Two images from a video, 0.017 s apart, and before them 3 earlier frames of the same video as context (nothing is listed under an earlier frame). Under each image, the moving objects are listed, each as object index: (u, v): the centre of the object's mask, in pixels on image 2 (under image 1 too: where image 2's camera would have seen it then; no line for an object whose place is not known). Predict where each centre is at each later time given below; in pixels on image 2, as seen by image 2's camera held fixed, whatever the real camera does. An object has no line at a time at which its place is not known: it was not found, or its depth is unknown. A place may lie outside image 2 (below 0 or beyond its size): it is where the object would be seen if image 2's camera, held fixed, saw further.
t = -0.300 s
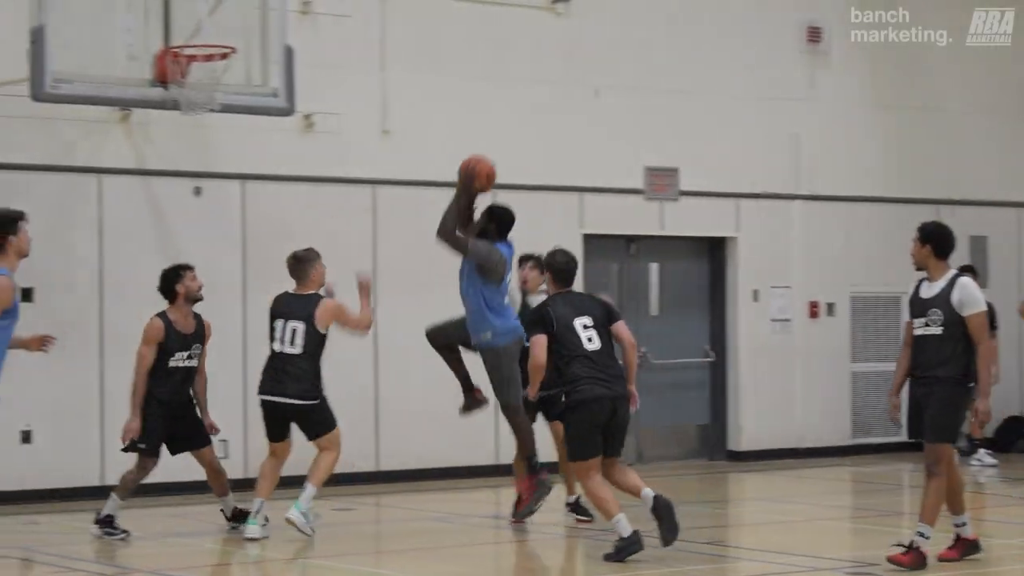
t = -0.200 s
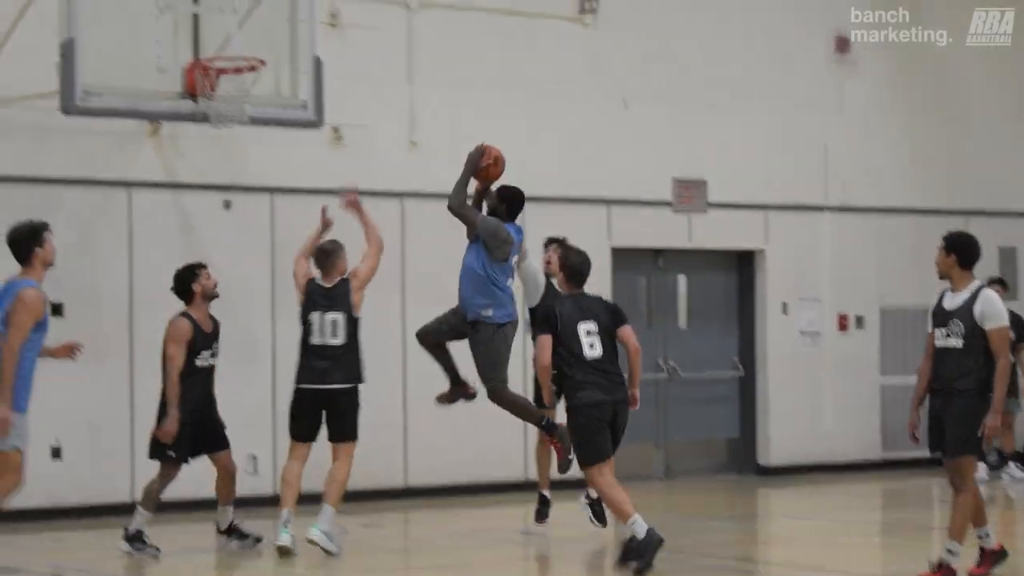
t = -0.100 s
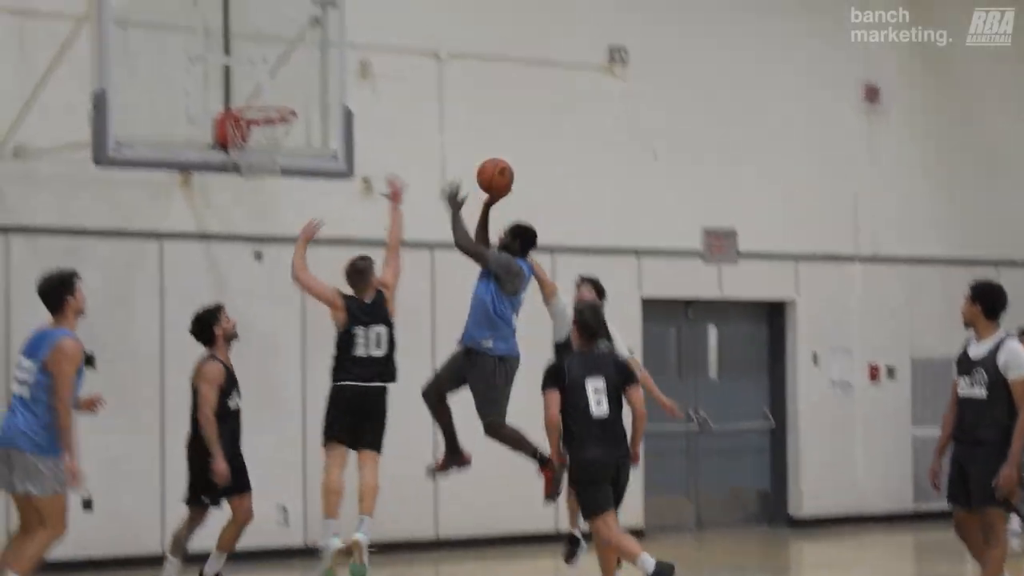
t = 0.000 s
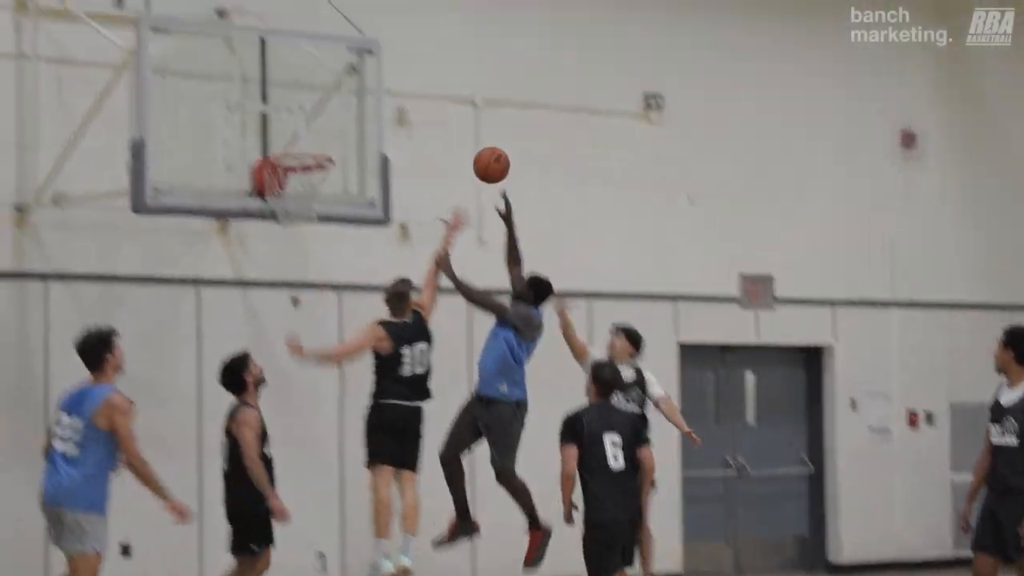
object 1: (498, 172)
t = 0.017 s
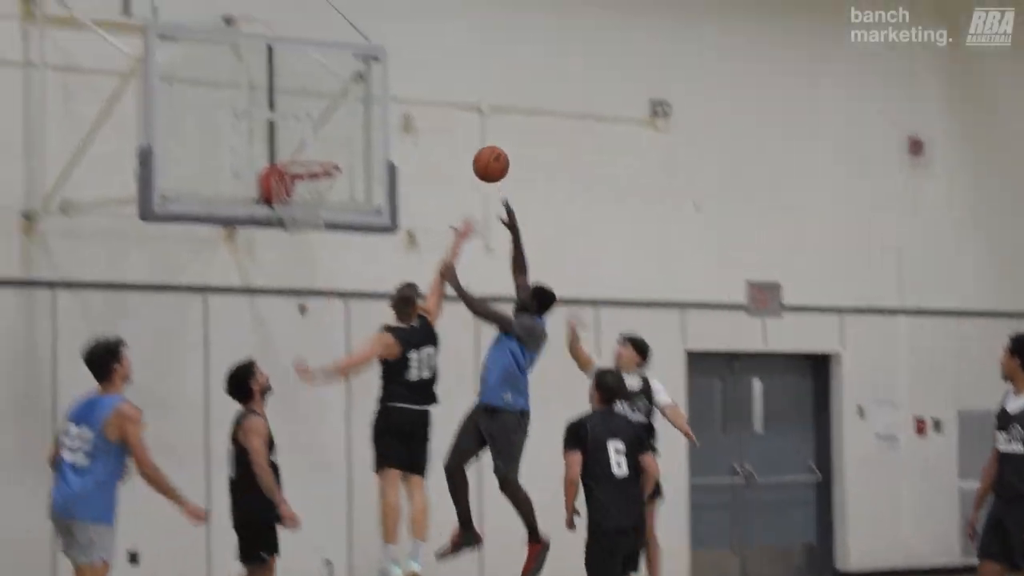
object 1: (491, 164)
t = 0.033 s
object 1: (483, 156)
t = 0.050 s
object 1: (475, 148)
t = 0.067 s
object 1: (467, 141)
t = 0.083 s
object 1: (460, 135)
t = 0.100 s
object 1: (452, 129)
